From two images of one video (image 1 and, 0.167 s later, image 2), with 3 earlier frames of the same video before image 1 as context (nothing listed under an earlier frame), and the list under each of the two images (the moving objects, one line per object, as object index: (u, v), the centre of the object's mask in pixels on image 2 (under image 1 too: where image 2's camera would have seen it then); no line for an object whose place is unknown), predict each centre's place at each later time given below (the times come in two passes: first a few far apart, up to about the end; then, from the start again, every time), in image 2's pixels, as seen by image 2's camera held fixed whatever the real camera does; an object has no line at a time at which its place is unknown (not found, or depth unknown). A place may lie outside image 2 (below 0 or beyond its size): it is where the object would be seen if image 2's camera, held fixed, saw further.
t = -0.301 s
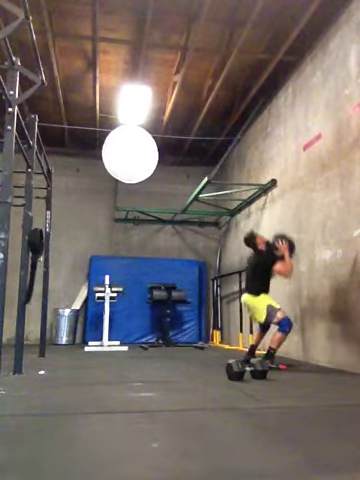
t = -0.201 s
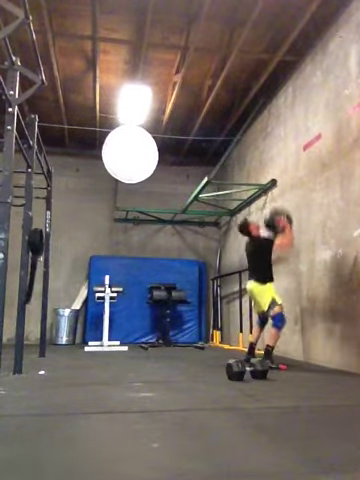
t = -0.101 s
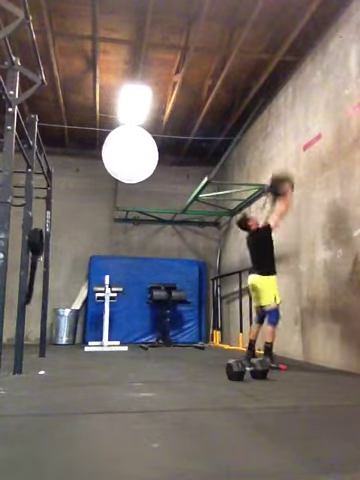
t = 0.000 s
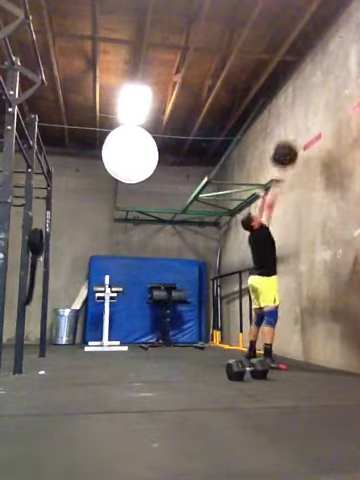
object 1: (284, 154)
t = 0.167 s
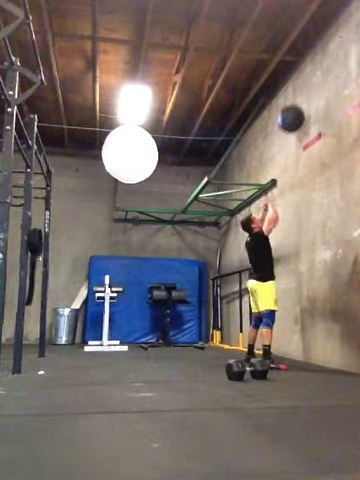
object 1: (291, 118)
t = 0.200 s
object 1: (293, 114)
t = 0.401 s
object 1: (299, 103)
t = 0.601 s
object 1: (296, 116)
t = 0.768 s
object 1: (293, 148)
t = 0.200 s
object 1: (293, 114)
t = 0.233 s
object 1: (294, 110)
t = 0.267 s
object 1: (295, 107)
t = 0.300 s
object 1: (297, 105)
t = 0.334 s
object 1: (298, 103)
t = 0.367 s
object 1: (299, 103)
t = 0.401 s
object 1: (299, 103)
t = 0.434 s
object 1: (299, 103)
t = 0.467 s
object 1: (298, 104)
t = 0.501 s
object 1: (298, 106)
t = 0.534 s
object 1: (298, 108)
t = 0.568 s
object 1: (297, 111)
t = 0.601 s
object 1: (296, 116)
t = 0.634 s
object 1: (295, 120)
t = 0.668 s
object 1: (294, 126)
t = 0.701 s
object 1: (294, 133)
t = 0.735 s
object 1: (293, 140)
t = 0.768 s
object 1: (293, 148)
